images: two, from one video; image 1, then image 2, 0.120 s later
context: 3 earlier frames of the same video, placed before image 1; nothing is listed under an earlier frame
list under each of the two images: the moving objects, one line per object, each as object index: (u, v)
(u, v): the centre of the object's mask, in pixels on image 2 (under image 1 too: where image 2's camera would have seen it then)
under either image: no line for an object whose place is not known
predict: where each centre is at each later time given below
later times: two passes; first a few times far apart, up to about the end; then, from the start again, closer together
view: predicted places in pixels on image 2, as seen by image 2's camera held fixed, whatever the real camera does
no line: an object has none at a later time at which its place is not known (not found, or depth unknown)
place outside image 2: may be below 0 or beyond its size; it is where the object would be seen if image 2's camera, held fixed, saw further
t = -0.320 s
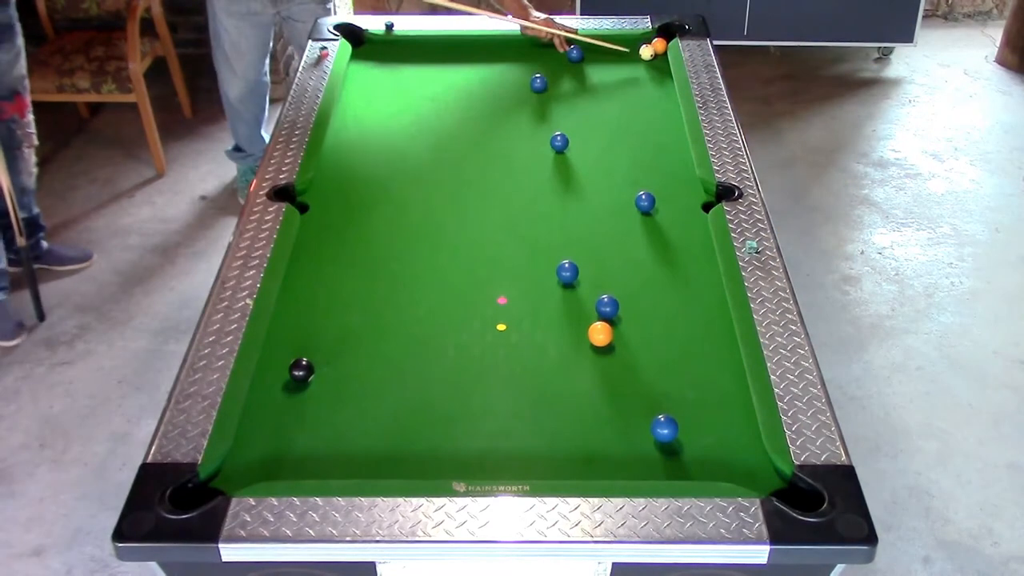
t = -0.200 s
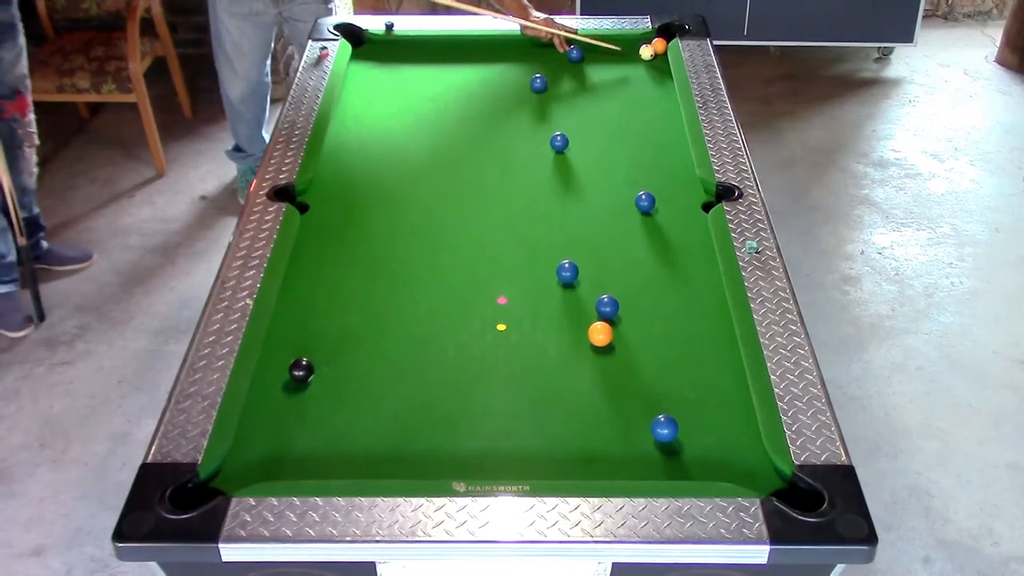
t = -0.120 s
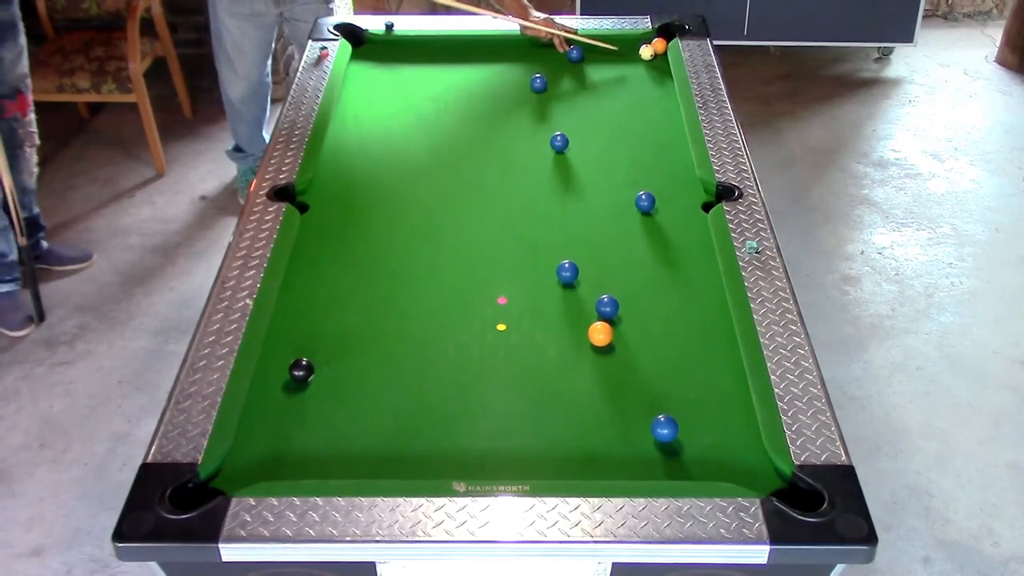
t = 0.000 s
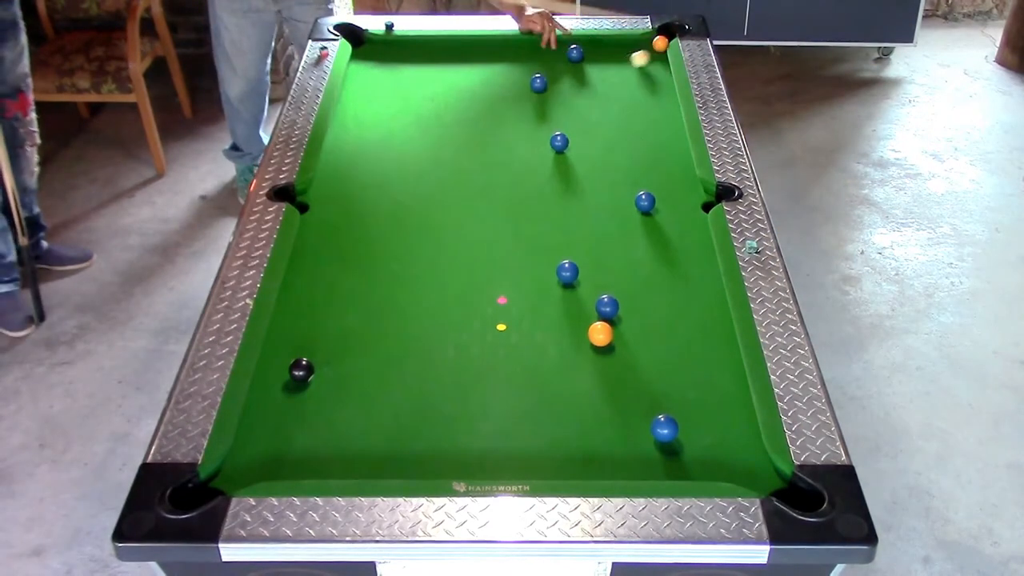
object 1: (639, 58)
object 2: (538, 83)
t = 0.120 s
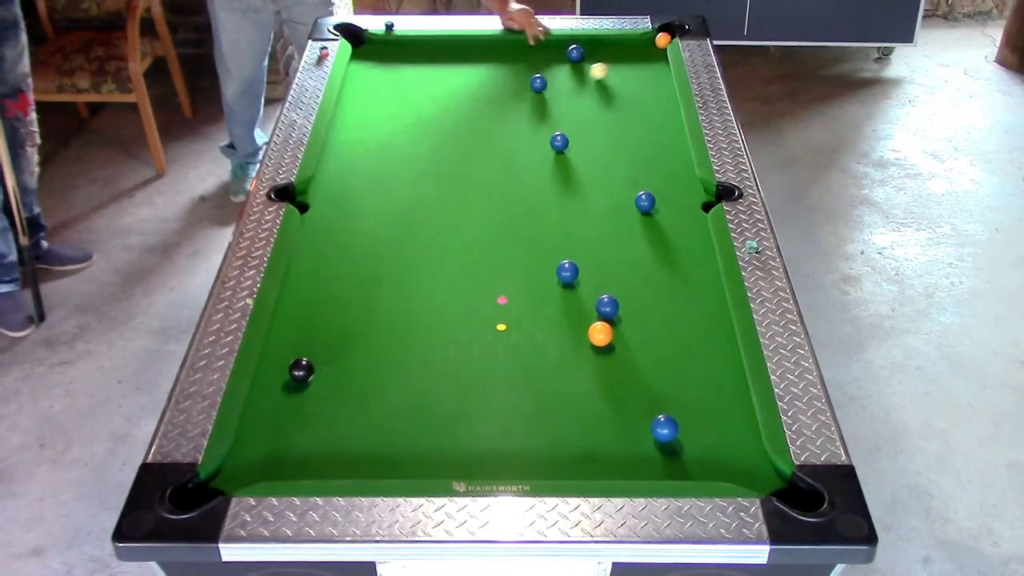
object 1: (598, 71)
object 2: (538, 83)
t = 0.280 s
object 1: (555, 86)
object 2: (530, 83)
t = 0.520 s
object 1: (541, 107)
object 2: (480, 85)
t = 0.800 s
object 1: (522, 133)
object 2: (426, 87)
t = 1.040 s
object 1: (506, 155)
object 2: (383, 88)
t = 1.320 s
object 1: (487, 182)
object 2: (356, 91)
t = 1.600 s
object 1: (467, 208)
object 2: (384, 92)
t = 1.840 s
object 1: (450, 231)
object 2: (406, 93)
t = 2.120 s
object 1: (432, 257)
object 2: (428, 94)
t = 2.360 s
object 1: (416, 279)
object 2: (445, 95)
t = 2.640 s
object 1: (398, 303)
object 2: (461, 96)
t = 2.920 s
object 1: (382, 326)
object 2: (474, 97)
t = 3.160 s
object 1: (369, 345)
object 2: (483, 97)
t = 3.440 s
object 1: (355, 366)
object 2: (490, 97)
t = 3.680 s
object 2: (493, 98)
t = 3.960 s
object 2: (495, 98)
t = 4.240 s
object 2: (495, 99)
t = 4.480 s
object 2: (495, 99)
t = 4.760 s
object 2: (495, 99)
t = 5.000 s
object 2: (495, 99)
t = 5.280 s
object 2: (495, 99)
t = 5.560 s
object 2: (495, 99)
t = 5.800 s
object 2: (495, 99)
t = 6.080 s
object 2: (495, 99)
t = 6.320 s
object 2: (495, 99)
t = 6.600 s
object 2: (495, 99)
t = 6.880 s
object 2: (495, 99)
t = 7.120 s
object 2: (495, 99)
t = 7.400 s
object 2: (495, 99)
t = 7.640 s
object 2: (495, 99)
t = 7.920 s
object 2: (495, 99)
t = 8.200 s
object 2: (495, 99)
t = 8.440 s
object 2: (495, 99)
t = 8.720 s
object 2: (495, 99)
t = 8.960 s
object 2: (495, 99)
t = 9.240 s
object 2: (495, 99)
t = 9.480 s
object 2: (495, 99)
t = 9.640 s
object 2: (495, 99)
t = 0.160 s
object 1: (585, 74)
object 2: (538, 83)
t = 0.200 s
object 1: (572, 78)
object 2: (538, 83)
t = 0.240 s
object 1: (558, 82)
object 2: (538, 83)
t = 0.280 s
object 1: (555, 86)
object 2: (530, 83)
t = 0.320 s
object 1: (554, 89)
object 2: (520, 84)
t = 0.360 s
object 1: (551, 93)
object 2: (512, 84)
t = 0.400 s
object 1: (549, 96)
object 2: (504, 84)
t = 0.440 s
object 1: (546, 100)
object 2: (496, 84)
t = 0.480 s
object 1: (544, 104)
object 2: (488, 85)
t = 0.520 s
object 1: (541, 107)
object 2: (480, 85)
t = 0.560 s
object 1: (538, 111)
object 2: (472, 85)
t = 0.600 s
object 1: (535, 115)
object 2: (464, 86)
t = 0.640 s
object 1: (533, 118)
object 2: (457, 86)
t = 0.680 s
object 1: (530, 122)
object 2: (449, 86)
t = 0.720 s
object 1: (527, 125)
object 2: (441, 86)
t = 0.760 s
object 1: (525, 129)
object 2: (434, 86)
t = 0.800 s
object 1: (522, 133)
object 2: (426, 87)
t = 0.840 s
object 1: (519, 137)
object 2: (419, 87)
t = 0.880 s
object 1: (516, 140)
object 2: (412, 87)
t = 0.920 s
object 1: (514, 144)
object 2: (404, 88)
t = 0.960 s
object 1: (511, 148)
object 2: (397, 88)
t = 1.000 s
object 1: (508, 152)
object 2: (390, 88)
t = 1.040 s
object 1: (506, 155)
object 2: (383, 88)
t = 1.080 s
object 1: (503, 159)
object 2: (376, 89)
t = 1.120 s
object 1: (500, 163)
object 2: (369, 89)
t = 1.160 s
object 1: (497, 166)
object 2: (362, 89)
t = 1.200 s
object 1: (495, 170)
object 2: (355, 90)
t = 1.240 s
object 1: (492, 174)
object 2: (349, 90)
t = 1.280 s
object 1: (489, 178)
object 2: (352, 91)
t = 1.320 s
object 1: (487, 182)
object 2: (356, 91)
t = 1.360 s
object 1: (484, 186)
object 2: (360, 91)
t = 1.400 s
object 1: (481, 189)
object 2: (365, 91)
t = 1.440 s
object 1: (478, 193)
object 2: (369, 91)
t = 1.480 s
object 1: (475, 197)
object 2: (372, 92)
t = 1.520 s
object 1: (473, 201)
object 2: (377, 92)
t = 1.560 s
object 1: (470, 204)
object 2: (380, 92)
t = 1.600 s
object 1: (467, 208)
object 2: (384, 92)
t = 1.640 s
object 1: (464, 212)
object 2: (388, 92)
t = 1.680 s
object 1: (462, 216)
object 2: (392, 92)
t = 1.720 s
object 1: (459, 220)
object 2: (395, 93)
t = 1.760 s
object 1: (456, 223)
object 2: (399, 93)
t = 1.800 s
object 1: (453, 227)
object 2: (402, 93)
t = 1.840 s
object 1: (450, 231)
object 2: (406, 93)
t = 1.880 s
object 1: (448, 235)
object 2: (409, 93)
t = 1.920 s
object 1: (445, 239)
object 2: (413, 94)
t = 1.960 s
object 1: (442, 242)
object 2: (416, 94)
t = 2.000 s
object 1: (440, 246)
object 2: (419, 94)
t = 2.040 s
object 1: (437, 250)
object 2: (422, 94)
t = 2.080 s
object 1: (434, 253)
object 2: (425, 94)
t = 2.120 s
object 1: (432, 257)
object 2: (428, 94)
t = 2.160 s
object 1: (429, 261)
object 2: (431, 94)
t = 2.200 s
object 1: (426, 264)
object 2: (434, 95)
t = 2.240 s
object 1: (424, 268)
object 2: (437, 95)
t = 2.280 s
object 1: (421, 271)
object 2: (439, 95)
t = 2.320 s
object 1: (419, 275)
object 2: (442, 95)
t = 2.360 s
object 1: (416, 279)
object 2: (445, 95)
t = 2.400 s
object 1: (413, 282)
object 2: (447, 95)
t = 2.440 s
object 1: (411, 286)
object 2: (450, 95)
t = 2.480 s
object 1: (408, 289)
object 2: (452, 96)
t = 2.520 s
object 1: (405, 293)
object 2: (454, 96)
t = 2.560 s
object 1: (403, 296)
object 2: (457, 96)
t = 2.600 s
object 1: (401, 299)
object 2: (459, 96)
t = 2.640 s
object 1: (398, 303)
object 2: (461, 96)
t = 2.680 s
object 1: (396, 306)
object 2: (463, 96)
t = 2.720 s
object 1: (393, 310)
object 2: (465, 96)
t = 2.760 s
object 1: (391, 313)
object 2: (467, 96)
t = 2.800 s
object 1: (389, 317)
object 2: (469, 96)
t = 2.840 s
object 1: (386, 320)
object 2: (471, 97)
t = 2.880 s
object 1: (384, 323)
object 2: (473, 97)
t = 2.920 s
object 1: (382, 326)
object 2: (474, 97)
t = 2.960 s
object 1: (379, 330)
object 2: (476, 97)
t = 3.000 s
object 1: (377, 333)
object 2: (478, 97)
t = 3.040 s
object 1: (375, 336)
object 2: (479, 97)
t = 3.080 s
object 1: (373, 339)
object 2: (480, 97)
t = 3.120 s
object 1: (371, 342)
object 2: (482, 97)
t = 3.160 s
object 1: (369, 345)
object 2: (483, 97)
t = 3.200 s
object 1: (367, 348)
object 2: (484, 97)
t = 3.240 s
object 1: (365, 351)
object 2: (485, 97)
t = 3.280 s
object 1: (362, 354)
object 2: (486, 97)
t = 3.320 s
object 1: (361, 357)
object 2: (487, 97)
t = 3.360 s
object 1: (359, 360)
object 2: (488, 97)
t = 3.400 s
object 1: (357, 363)
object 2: (489, 97)
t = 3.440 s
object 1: (355, 366)
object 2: (490, 97)
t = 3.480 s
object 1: (353, 368)
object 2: (491, 97)
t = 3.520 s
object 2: (491, 97)
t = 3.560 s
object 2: (492, 98)
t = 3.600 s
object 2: (493, 98)
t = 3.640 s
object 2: (493, 98)
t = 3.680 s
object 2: (493, 98)
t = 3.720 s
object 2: (494, 98)
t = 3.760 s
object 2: (494, 98)
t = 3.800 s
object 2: (495, 98)
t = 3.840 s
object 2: (495, 98)
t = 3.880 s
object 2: (495, 98)
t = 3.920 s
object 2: (495, 98)
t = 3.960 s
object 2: (495, 98)
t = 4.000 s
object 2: (495, 98)
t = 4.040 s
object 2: (495, 98)
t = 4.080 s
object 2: (495, 98)
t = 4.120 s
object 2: (495, 98)
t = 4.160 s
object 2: (495, 98)
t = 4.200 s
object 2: (495, 99)
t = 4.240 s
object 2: (495, 99)
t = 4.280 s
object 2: (495, 99)
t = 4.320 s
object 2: (495, 99)
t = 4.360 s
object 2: (495, 99)
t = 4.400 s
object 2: (495, 99)
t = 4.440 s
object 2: (495, 99)
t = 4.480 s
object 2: (495, 99)
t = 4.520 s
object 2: (495, 99)
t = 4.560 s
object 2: (495, 99)
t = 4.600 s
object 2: (495, 99)
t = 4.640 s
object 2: (495, 99)
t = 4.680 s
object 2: (495, 99)
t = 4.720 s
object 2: (495, 99)
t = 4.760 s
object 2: (495, 99)
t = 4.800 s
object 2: (495, 99)
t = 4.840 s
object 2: (495, 99)
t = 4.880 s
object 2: (495, 99)
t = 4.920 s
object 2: (495, 99)
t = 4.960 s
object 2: (495, 99)
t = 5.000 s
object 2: (495, 99)
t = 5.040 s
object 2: (495, 99)
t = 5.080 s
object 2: (495, 99)
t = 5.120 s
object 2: (495, 99)
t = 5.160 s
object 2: (495, 99)
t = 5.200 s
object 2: (495, 99)
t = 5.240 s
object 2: (495, 99)
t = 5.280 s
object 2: (495, 99)
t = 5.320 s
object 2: (495, 99)
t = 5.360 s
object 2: (495, 99)
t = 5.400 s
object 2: (495, 99)
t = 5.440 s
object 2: (495, 99)
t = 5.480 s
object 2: (495, 99)
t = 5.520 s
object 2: (495, 99)
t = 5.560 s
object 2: (495, 99)
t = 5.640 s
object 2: (495, 99)
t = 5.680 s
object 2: (495, 99)
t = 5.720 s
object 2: (495, 99)
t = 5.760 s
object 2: (495, 99)
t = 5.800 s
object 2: (495, 99)
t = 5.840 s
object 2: (495, 99)
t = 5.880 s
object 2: (495, 99)
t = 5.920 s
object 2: (495, 99)
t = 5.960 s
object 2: (495, 99)
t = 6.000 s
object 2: (495, 99)
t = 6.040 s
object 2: (495, 99)
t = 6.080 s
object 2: (495, 99)
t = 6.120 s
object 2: (495, 99)
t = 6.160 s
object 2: (495, 99)
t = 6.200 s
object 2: (495, 99)
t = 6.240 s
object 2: (495, 99)
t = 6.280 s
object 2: (495, 99)
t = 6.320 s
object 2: (495, 99)
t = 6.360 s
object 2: (495, 99)
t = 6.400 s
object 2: (495, 99)
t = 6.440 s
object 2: (495, 99)
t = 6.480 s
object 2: (495, 99)
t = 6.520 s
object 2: (495, 99)
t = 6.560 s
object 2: (495, 99)
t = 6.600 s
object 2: (495, 99)
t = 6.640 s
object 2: (495, 99)
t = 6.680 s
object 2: (495, 99)
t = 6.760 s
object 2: (495, 99)
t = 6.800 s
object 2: (495, 99)
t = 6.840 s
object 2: (495, 99)
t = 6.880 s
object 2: (495, 99)
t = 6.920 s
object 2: (495, 99)
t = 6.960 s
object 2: (495, 99)
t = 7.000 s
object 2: (495, 99)
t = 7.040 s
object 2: (495, 99)
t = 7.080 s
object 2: (495, 99)
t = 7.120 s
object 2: (495, 99)
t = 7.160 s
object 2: (495, 99)
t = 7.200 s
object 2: (495, 99)
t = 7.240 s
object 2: (495, 99)
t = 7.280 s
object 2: (495, 99)
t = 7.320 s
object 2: (495, 99)
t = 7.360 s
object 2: (495, 99)
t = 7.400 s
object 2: (495, 99)
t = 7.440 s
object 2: (495, 99)
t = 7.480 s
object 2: (495, 99)
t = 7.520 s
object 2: (495, 99)
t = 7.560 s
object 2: (495, 99)
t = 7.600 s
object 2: (495, 99)
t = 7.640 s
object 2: (495, 99)
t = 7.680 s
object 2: (495, 99)
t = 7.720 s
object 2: (495, 99)
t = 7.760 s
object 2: (495, 99)
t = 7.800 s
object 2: (495, 99)
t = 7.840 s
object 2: (495, 99)
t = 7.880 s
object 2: (495, 99)
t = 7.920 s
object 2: (495, 99)
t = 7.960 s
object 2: (495, 99)
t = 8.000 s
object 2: (495, 99)
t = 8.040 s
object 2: (495, 99)
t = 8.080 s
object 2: (495, 99)
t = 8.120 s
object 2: (495, 99)
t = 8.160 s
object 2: (495, 99)
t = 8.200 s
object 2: (495, 99)
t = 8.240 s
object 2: (495, 99)
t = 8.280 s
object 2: (495, 99)
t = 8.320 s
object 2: (495, 99)
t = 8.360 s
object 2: (495, 99)
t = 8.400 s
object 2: (495, 99)
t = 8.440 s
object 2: (495, 99)
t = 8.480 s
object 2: (495, 99)
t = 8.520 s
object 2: (495, 99)
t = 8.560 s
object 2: (495, 99)
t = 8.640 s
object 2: (495, 99)
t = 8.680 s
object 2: (495, 99)
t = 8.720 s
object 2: (495, 99)
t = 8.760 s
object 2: (495, 99)
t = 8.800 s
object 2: (495, 99)
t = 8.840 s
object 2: (495, 99)
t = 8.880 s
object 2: (495, 99)
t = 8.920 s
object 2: (495, 99)
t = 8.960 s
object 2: (495, 99)
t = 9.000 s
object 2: (495, 99)
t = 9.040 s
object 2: (495, 99)
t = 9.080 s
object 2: (495, 99)
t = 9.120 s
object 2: (495, 99)
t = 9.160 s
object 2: (495, 99)
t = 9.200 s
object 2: (495, 99)
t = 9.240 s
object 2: (495, 99)
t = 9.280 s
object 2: (495, 99)
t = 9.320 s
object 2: (495, 99)
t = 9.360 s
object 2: (495, 99)
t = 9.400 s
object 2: (495, 99)
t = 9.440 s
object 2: (495, 99)
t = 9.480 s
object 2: (495, 99)
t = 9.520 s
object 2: (495, 99)
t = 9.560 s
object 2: (495, 99)
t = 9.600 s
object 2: (495, 99)
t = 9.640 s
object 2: (495, 99)
